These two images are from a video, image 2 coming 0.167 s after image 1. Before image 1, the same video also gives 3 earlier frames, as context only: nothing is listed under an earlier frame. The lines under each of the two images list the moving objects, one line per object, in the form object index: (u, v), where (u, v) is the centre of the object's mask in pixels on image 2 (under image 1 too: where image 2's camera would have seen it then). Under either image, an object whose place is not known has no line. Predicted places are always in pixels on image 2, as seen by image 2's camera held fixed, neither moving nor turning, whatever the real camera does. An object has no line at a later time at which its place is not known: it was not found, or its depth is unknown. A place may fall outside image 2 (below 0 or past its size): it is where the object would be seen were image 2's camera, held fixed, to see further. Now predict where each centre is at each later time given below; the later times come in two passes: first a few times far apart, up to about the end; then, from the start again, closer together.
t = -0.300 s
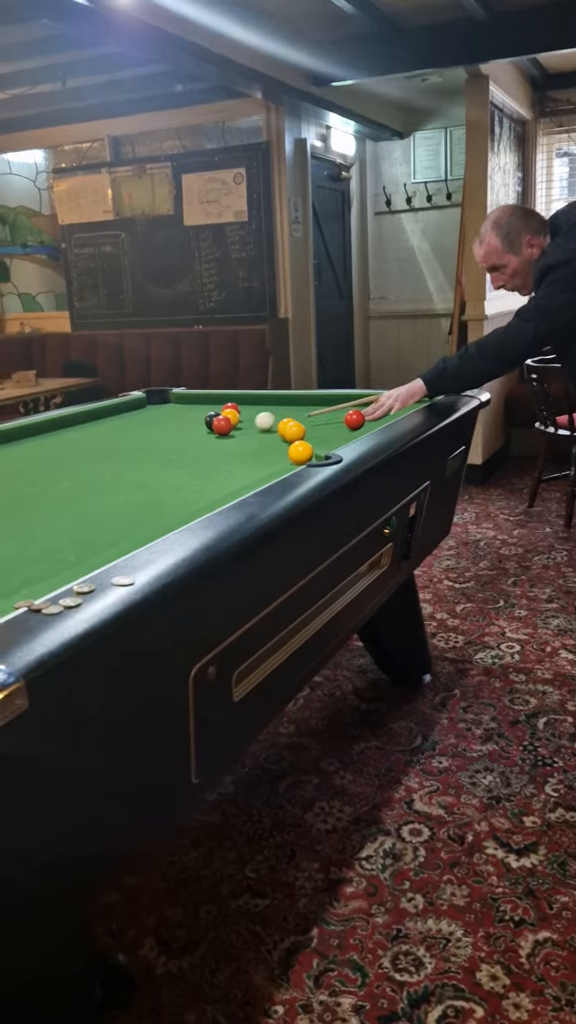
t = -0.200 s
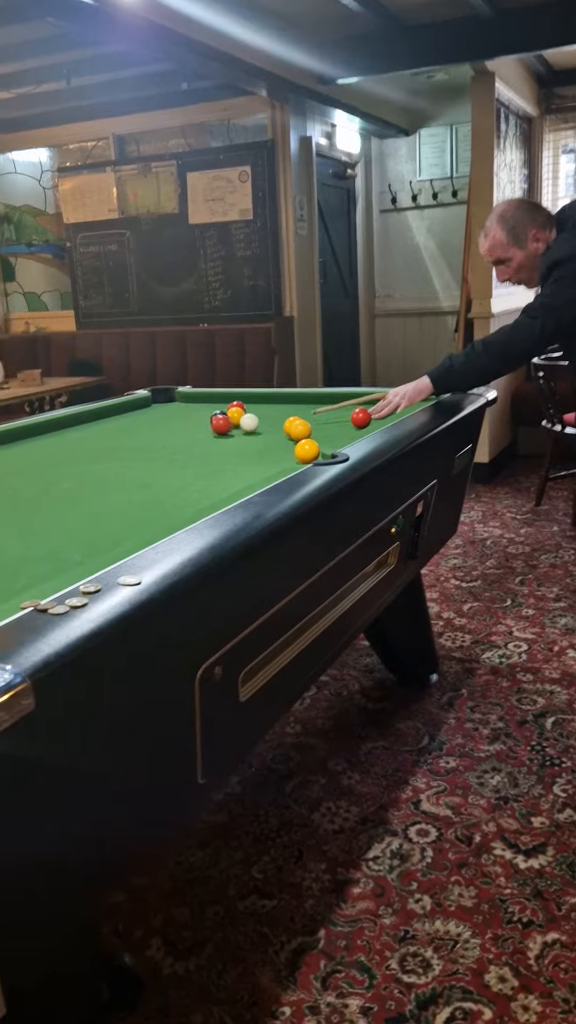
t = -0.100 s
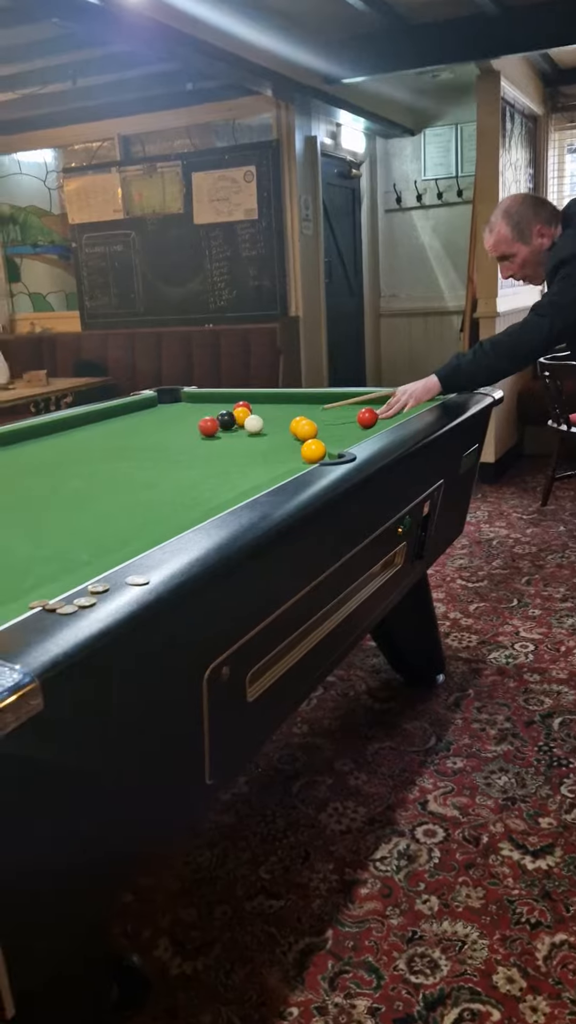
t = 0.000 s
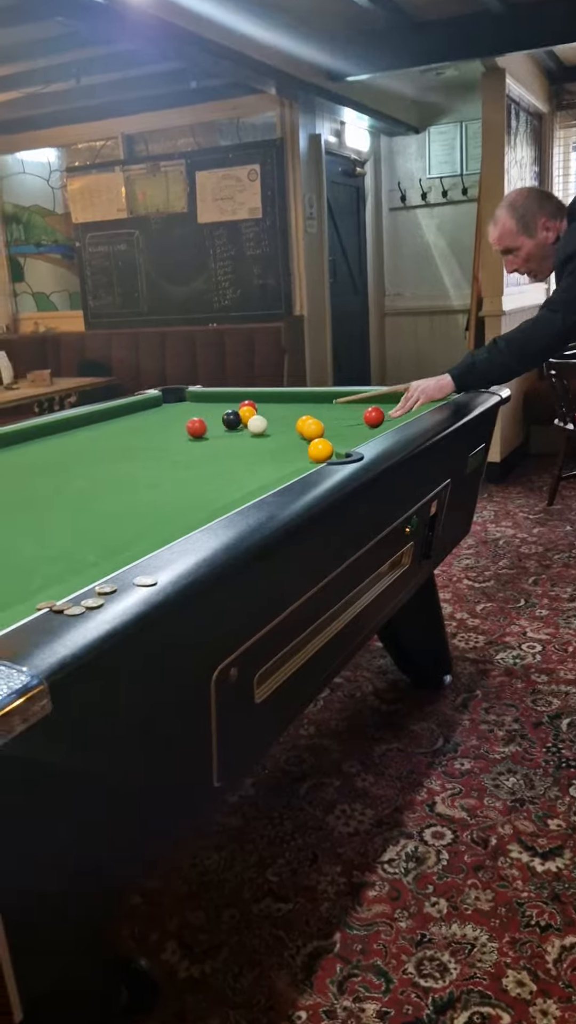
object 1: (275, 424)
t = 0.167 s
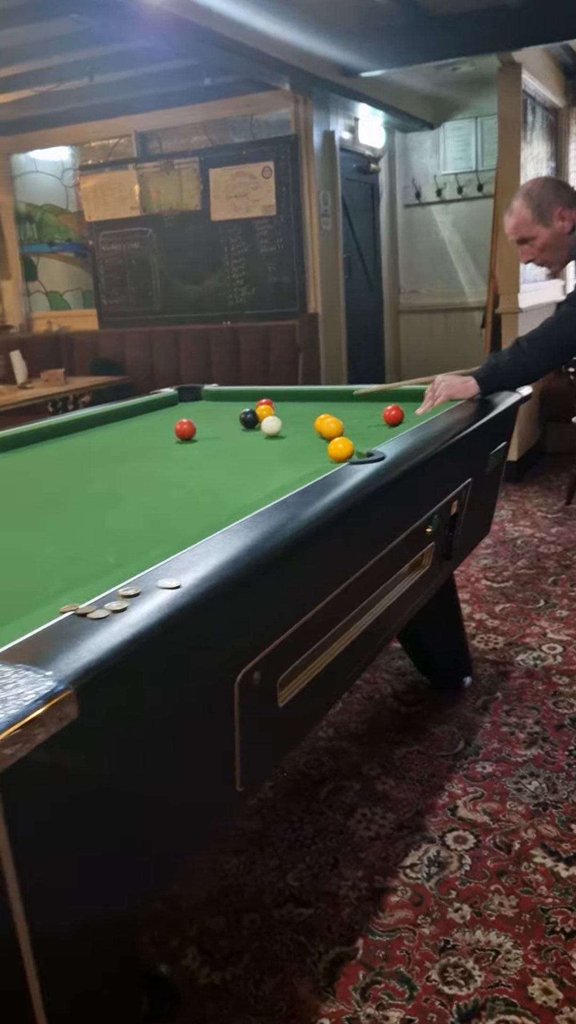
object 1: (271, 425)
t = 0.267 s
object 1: (269, 427)
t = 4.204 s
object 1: (249, 438)
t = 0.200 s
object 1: (271, 426)
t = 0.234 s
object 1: (270, 426)
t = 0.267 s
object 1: (269, 427)
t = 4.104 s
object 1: (249, 439)
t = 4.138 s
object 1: (249, 439)
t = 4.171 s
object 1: (249, 438)
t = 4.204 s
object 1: (249, 438)
